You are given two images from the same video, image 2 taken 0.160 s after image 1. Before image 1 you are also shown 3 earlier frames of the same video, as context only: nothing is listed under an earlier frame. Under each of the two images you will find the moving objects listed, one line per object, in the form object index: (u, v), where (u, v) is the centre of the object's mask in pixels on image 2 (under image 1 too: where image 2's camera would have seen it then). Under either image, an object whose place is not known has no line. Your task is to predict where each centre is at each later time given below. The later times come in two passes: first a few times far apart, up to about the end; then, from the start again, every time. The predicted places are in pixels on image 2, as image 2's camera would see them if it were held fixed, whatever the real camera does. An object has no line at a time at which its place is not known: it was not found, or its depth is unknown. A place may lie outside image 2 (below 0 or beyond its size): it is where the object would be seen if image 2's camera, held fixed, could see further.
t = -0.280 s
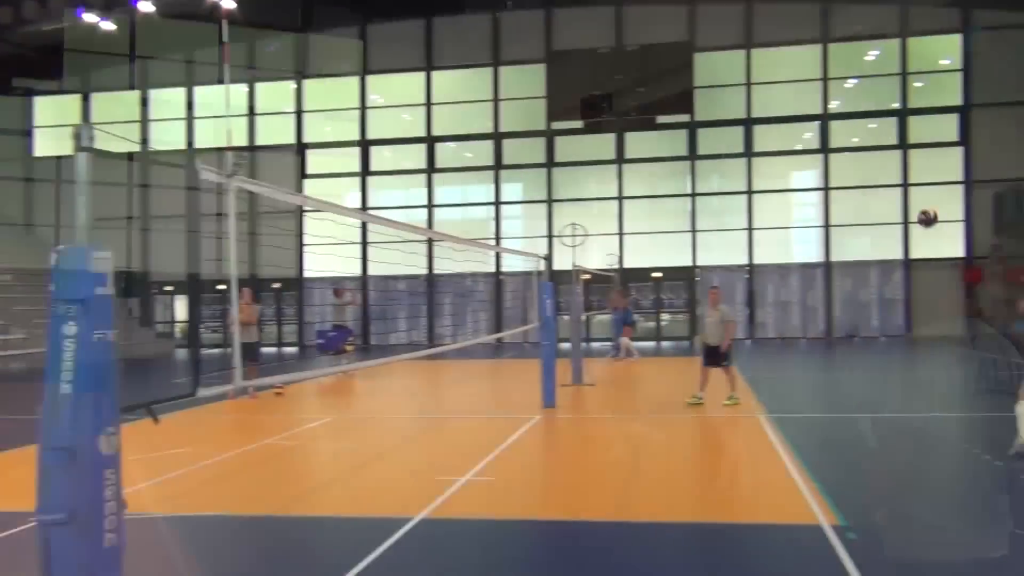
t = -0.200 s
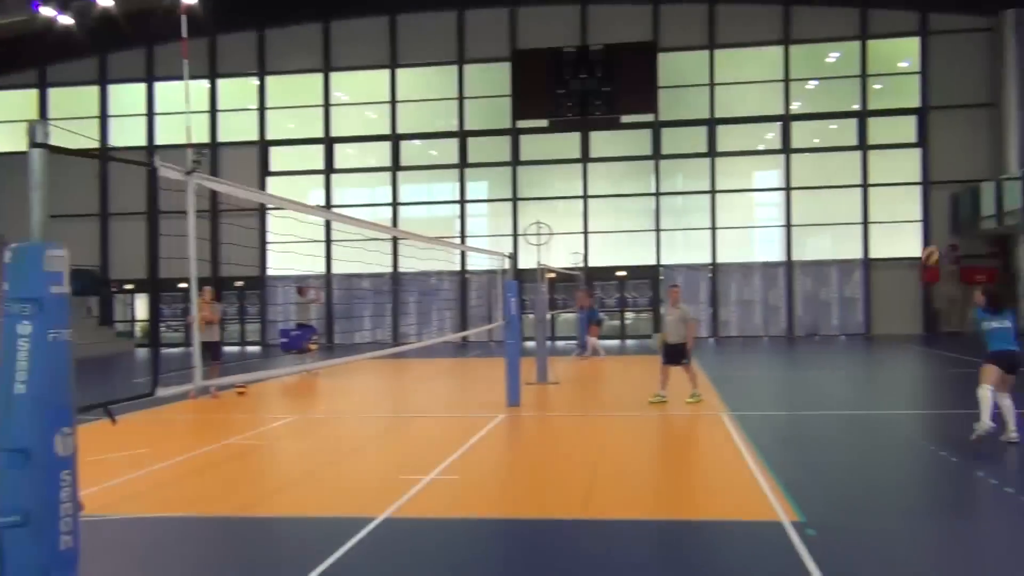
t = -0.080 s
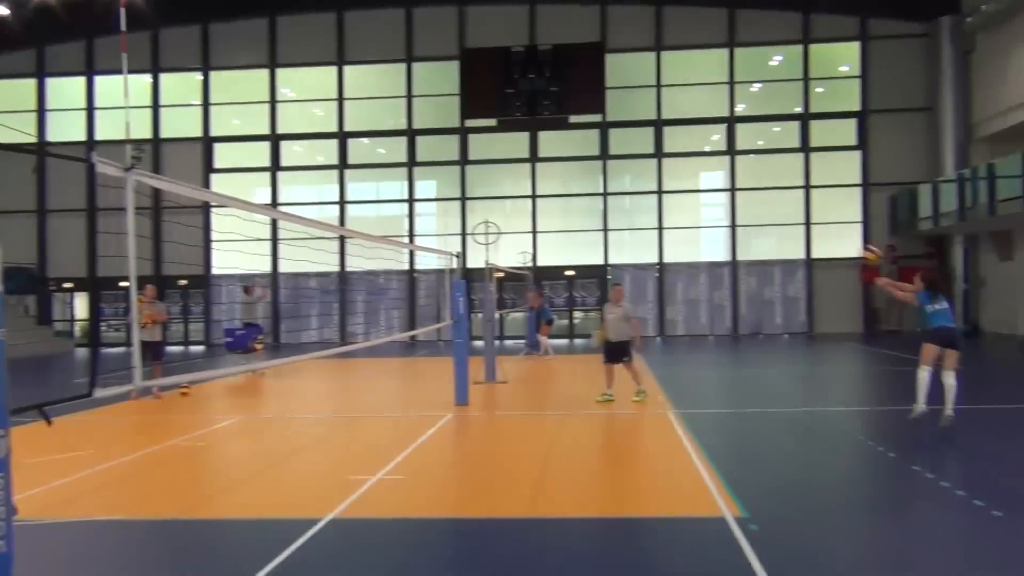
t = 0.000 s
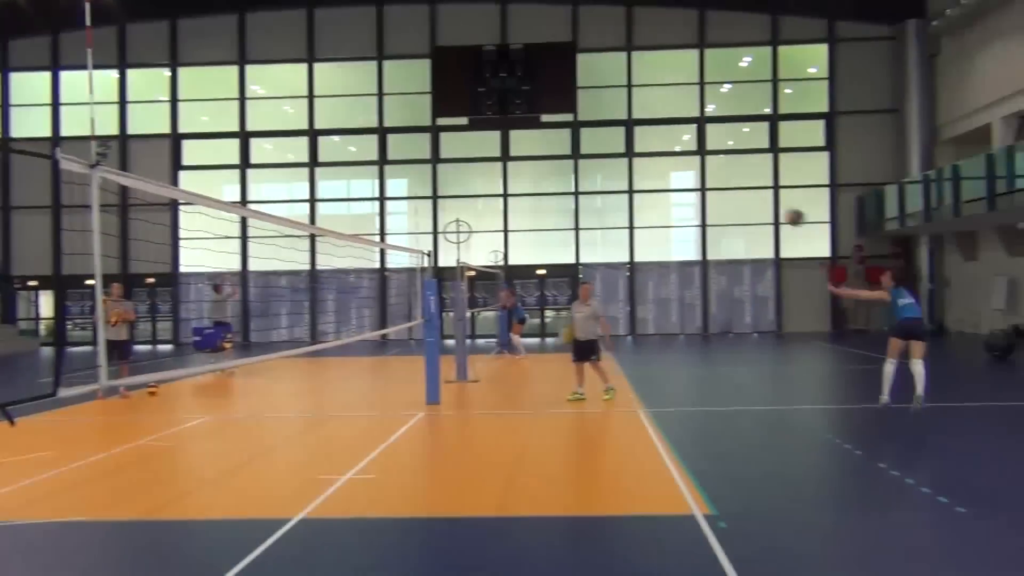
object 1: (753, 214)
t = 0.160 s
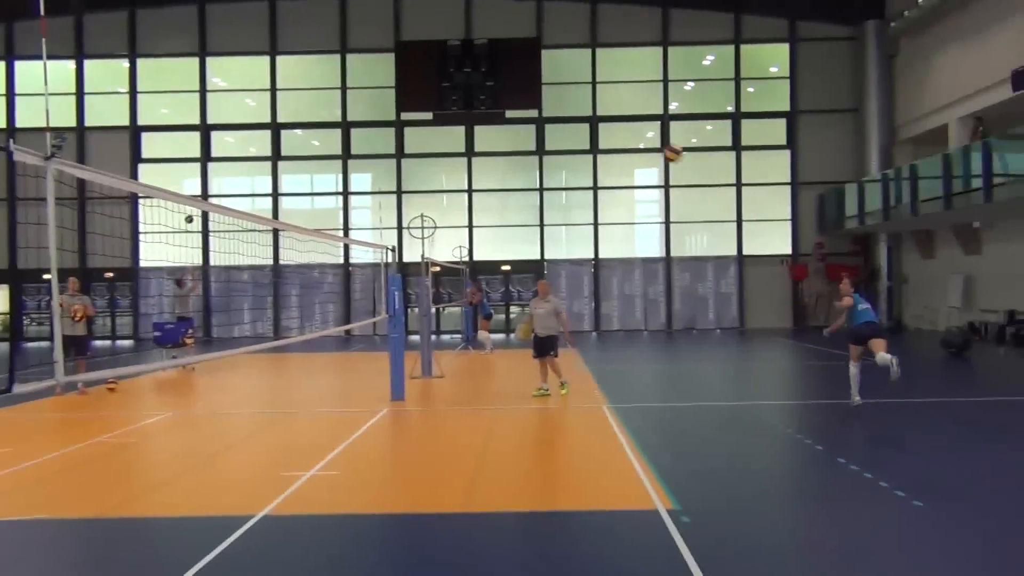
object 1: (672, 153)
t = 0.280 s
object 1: (605, 120)
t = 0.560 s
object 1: (438, 88)
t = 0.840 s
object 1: (247, 128)
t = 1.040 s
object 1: (92, 216)
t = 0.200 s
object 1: (650, 142)
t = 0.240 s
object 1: (627, 130)
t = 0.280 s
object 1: (605, 120)
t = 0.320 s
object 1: (581, 113)
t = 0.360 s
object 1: (559, 104)
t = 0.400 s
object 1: (535, 99)
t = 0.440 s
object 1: (512, 95)
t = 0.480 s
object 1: (488, 91)
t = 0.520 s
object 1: (462, 89)
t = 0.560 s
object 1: (438, 88)
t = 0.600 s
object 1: (413, 89)
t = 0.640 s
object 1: (387, 92)
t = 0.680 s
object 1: (360, 95)
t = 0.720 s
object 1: (333, 100)
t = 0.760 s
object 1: (305, 107)
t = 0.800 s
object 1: (277, 117)
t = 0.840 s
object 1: (247, 128)
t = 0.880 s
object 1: (218, 140)
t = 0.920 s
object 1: (189, 156)
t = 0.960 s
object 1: (158, 172)
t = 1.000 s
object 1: (129, 197)
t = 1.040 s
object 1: (92, 216)
